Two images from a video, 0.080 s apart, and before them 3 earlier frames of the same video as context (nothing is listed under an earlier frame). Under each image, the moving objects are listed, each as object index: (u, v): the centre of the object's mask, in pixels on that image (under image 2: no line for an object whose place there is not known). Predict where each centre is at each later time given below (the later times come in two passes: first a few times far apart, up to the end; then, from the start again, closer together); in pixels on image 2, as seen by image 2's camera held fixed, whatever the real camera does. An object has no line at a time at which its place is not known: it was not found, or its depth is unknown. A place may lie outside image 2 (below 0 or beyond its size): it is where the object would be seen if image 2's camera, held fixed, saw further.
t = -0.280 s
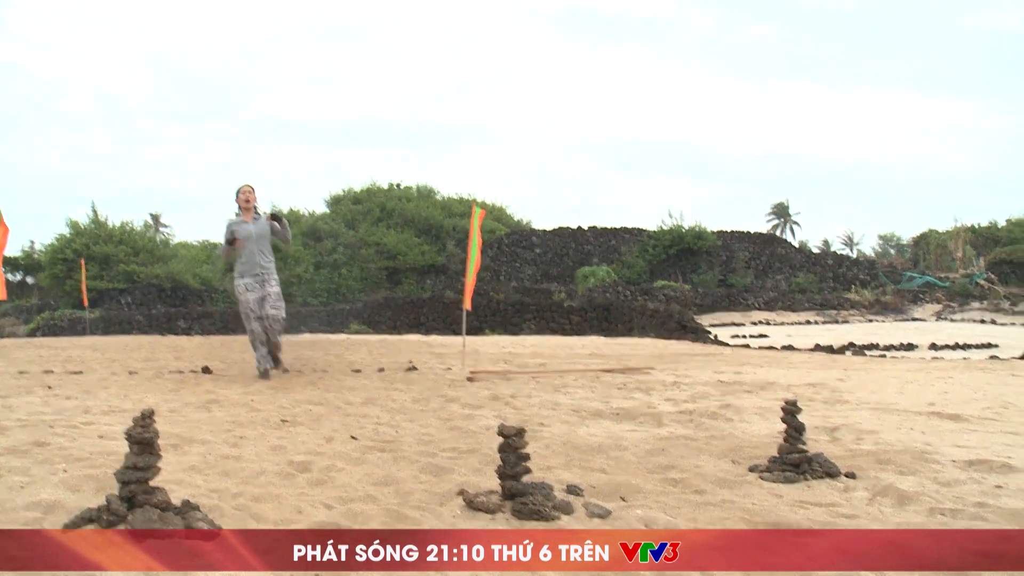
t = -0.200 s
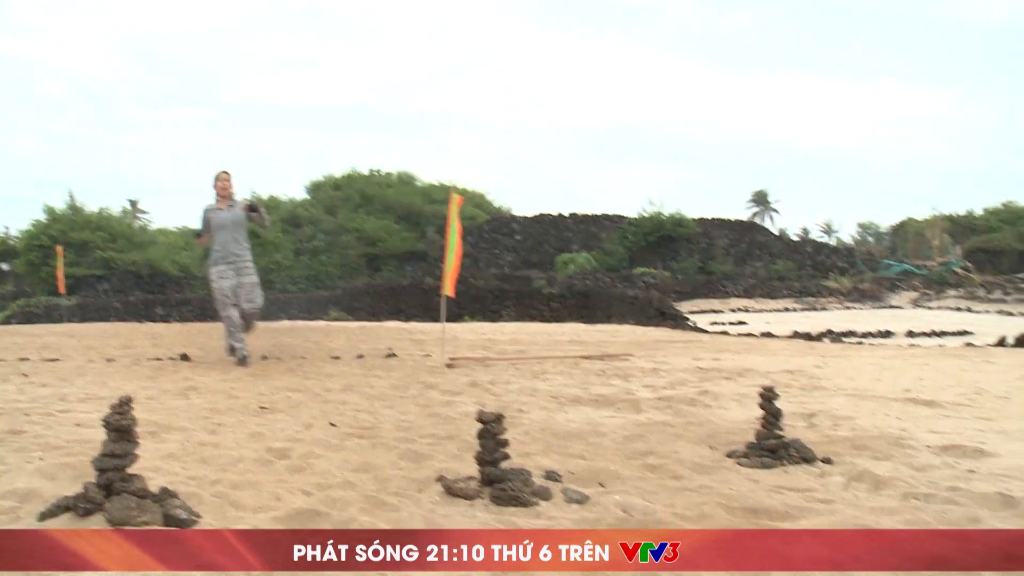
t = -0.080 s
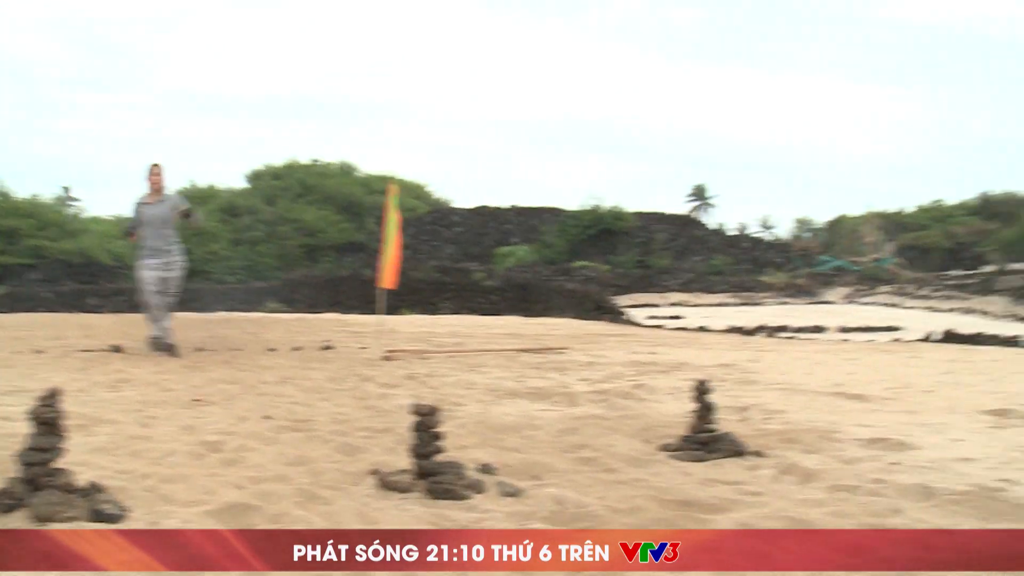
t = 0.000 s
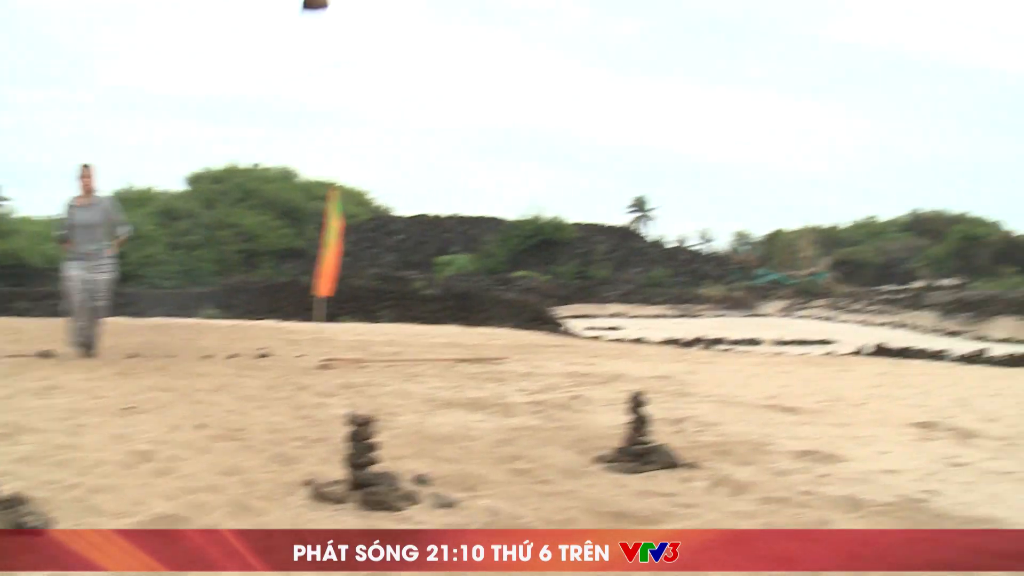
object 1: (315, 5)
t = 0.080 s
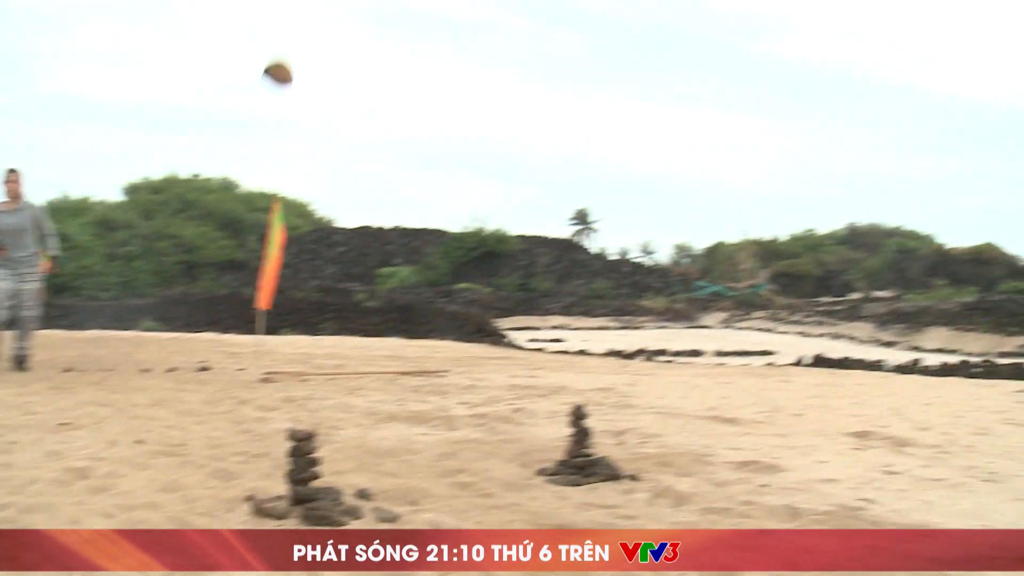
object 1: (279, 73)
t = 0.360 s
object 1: (393, 488)
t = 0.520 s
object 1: (517, 489)
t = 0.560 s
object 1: (549, 494)
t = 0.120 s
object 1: (289, 116)
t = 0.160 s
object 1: (299, 165)
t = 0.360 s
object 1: (393, 488)
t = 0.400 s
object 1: (420, 490)
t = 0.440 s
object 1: (451, 483)
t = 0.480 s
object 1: (482, 484)
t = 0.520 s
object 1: (517, 489)
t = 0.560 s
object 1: (549, 494)
